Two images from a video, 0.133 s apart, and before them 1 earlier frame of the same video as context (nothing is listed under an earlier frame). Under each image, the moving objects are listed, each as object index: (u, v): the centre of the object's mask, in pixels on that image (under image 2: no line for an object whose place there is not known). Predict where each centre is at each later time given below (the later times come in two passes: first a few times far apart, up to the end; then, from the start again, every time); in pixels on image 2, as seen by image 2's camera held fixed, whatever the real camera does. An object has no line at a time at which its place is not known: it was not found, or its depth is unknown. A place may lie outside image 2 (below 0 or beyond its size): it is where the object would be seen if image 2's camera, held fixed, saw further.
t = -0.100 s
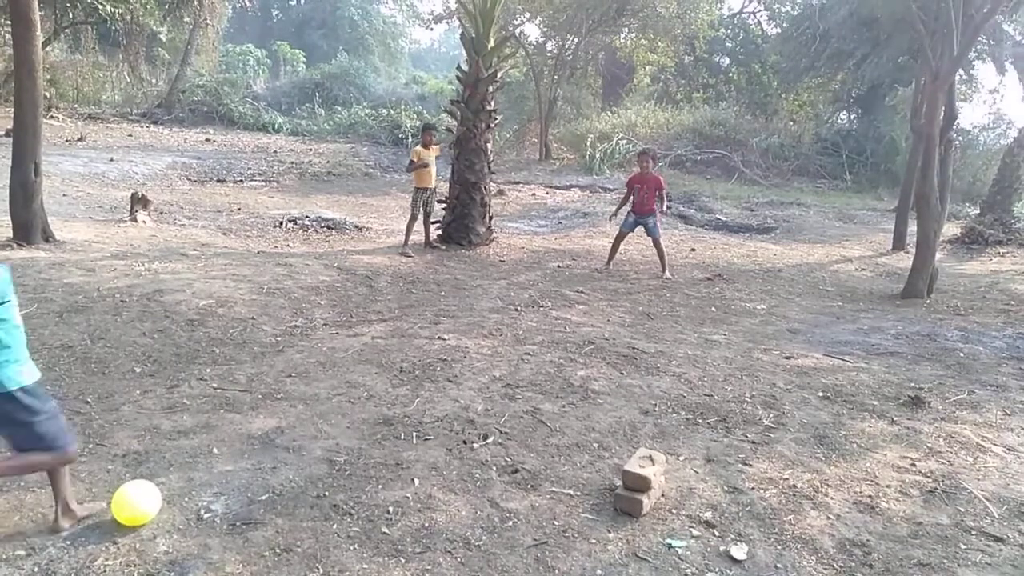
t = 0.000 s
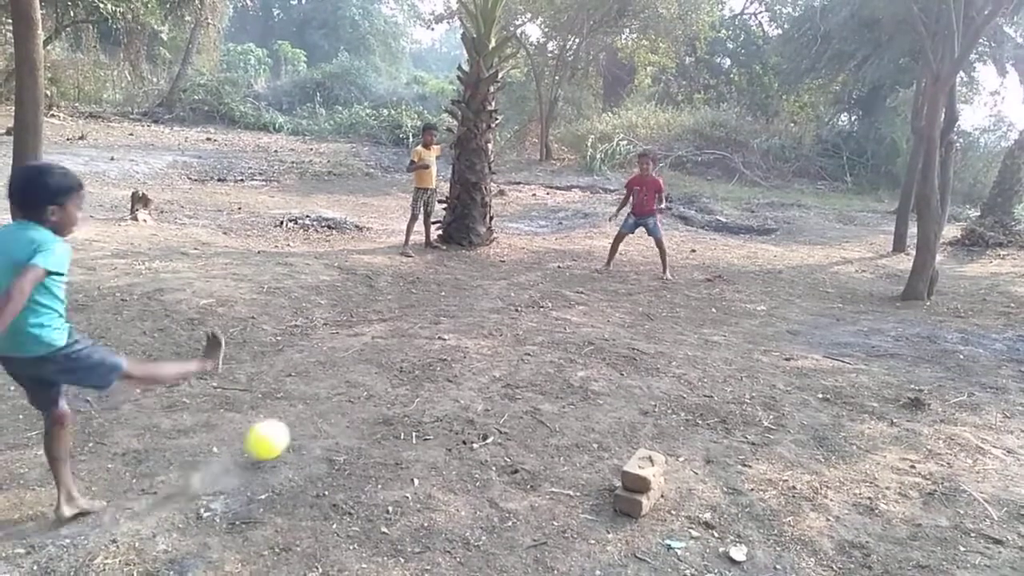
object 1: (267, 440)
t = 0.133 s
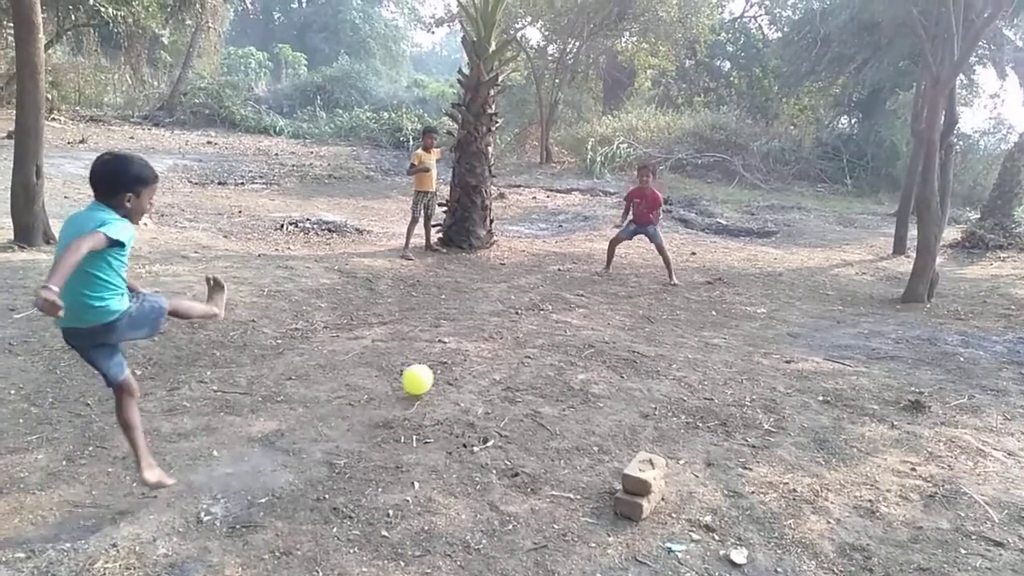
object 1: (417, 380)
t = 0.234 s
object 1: (478, 328)
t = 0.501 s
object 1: (580, 281)
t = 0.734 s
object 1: (629, 307)
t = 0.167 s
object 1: (440, 369)
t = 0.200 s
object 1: (459, 347)
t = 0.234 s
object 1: (478, 328)
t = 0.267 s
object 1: (495, 313)
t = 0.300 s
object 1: (510, 300)
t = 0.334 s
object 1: (525, 292)
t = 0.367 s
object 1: (538, 285)
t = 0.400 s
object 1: (550, 280)
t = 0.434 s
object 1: (561, 279)
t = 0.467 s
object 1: (571, 278)
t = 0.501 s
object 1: (580, 281)
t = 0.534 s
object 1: (588, 284)
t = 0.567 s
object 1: (596, 288)
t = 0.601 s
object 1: (602, 294)
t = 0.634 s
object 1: (609, 302)
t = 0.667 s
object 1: (614, 311)
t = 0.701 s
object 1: (621, 313)
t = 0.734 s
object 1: (629, 307)
